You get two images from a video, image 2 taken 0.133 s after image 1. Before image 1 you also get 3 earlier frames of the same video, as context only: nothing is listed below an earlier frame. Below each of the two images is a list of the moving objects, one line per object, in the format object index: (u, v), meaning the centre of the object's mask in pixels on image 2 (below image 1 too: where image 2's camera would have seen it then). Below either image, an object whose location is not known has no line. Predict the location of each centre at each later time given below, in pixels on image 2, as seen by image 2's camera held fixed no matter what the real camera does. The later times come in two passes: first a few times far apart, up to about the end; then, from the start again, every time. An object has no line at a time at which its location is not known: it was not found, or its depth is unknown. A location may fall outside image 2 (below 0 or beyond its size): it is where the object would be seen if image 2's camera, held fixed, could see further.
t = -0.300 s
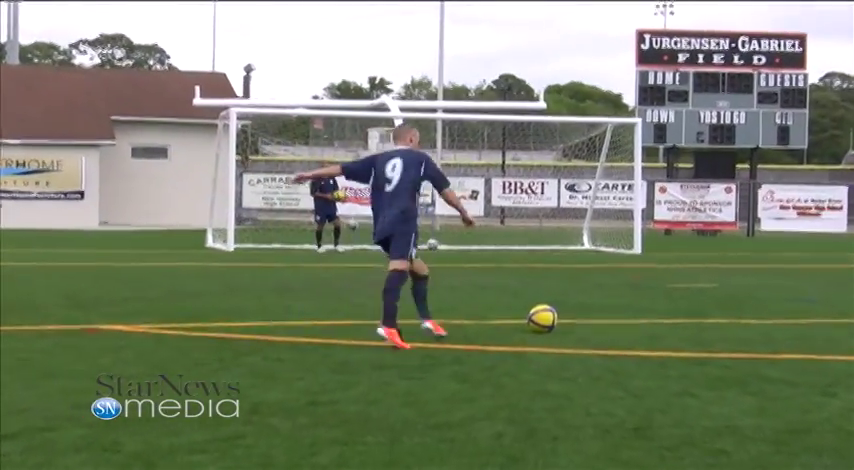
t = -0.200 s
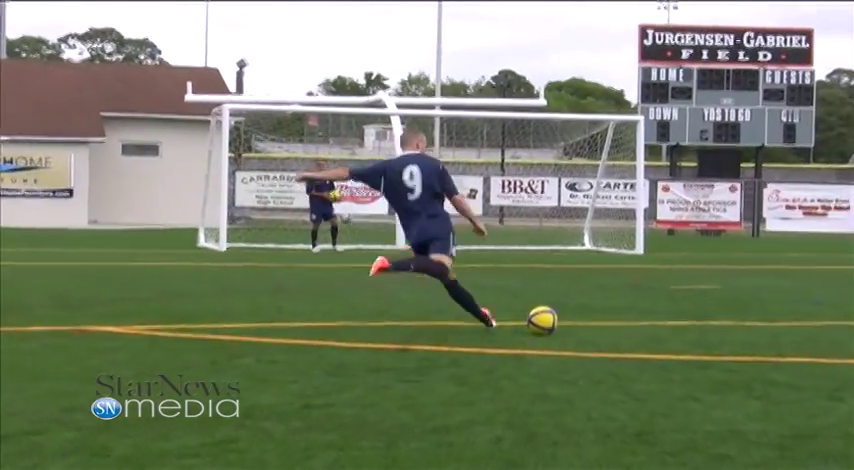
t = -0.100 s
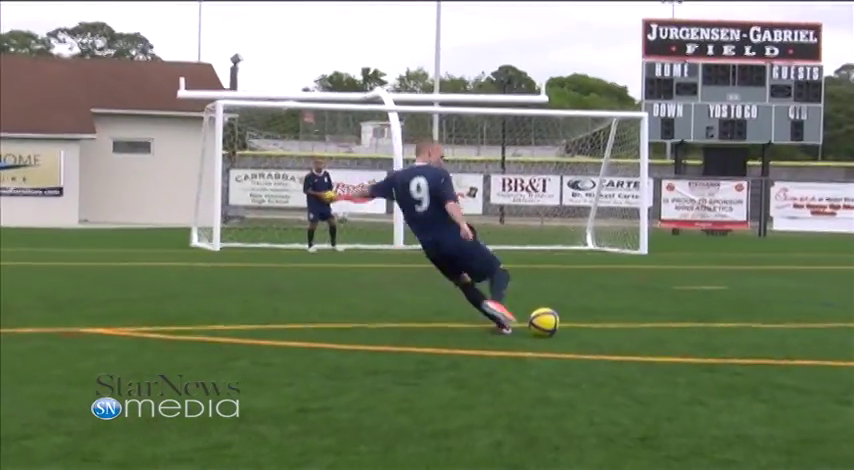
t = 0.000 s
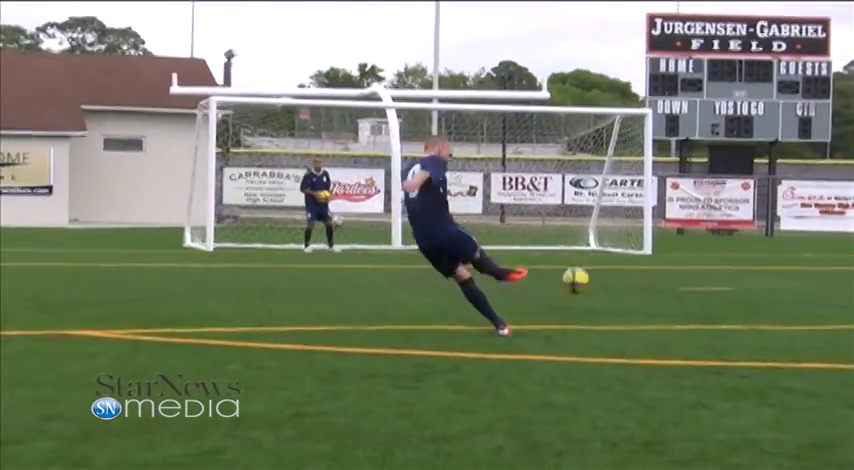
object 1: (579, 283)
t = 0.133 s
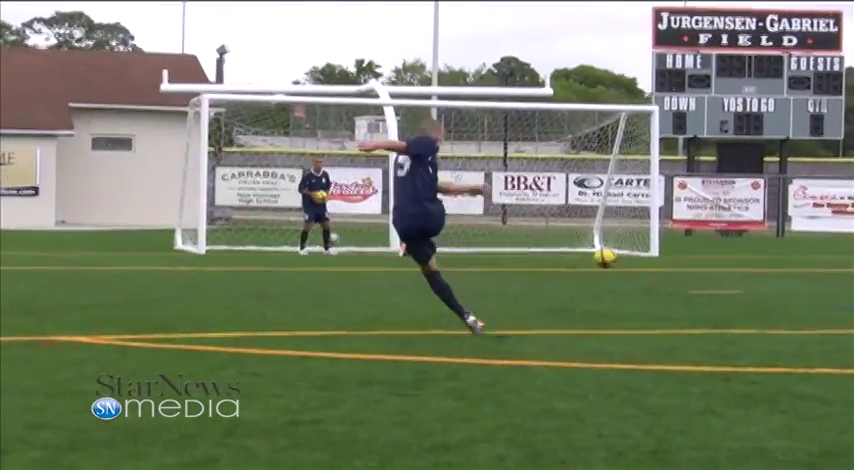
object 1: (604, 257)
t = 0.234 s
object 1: (613, 262)
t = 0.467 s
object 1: (612, 249)
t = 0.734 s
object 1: (609, 238)
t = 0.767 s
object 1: (609, 239)
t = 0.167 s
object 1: (609, 258)
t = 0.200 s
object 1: (612, 259)
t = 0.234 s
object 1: (613, 262)
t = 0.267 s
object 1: (614, 266)
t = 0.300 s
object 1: (615, 266)
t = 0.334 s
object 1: (614, 263)
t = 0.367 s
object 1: (614, 261)
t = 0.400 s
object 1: (613, 258)
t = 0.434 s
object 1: (613, 249)
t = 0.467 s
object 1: (612, 249)
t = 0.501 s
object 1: (612, 249)
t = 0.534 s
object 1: (612, 252)
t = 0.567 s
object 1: (611, 253)
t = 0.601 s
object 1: (611, 250)
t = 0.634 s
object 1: (610, 243)
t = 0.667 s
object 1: (610, 240)
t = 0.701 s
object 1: (609, 237)
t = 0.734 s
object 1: (609, 238)
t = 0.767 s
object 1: (609, 239)
